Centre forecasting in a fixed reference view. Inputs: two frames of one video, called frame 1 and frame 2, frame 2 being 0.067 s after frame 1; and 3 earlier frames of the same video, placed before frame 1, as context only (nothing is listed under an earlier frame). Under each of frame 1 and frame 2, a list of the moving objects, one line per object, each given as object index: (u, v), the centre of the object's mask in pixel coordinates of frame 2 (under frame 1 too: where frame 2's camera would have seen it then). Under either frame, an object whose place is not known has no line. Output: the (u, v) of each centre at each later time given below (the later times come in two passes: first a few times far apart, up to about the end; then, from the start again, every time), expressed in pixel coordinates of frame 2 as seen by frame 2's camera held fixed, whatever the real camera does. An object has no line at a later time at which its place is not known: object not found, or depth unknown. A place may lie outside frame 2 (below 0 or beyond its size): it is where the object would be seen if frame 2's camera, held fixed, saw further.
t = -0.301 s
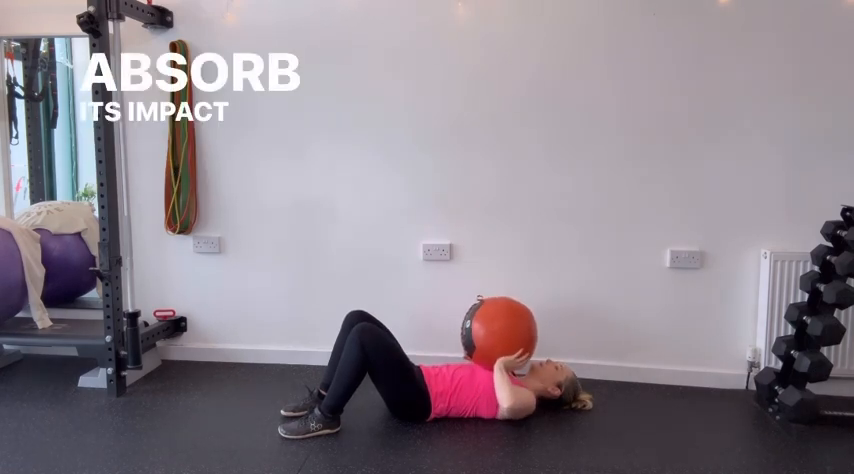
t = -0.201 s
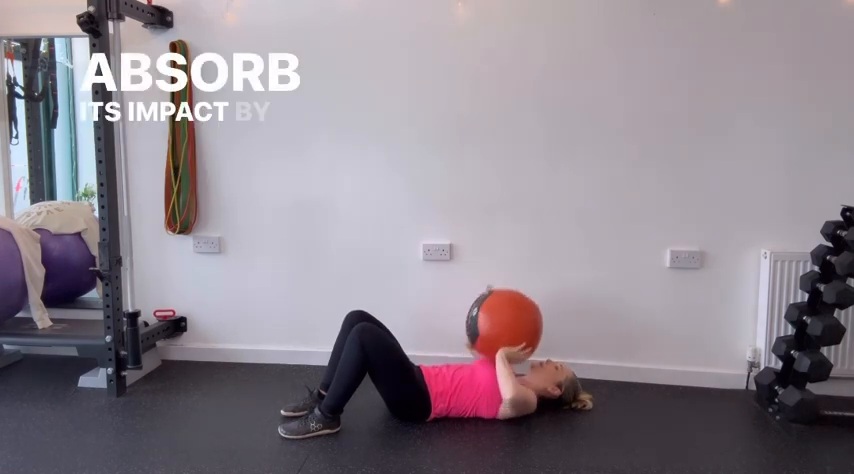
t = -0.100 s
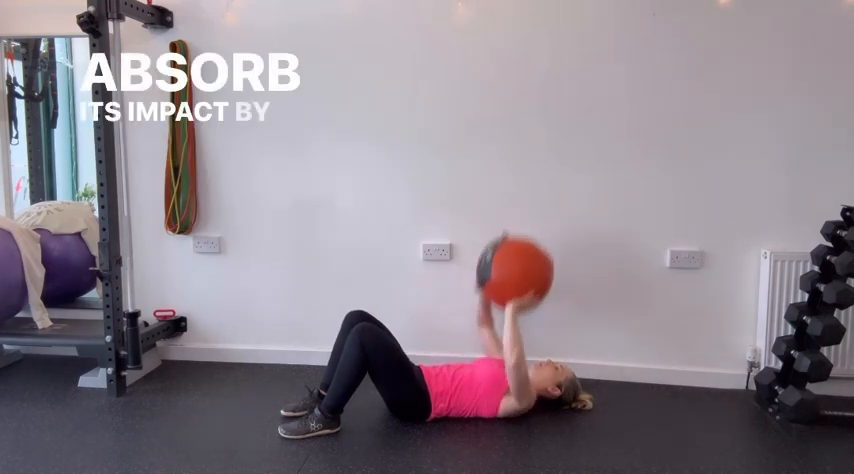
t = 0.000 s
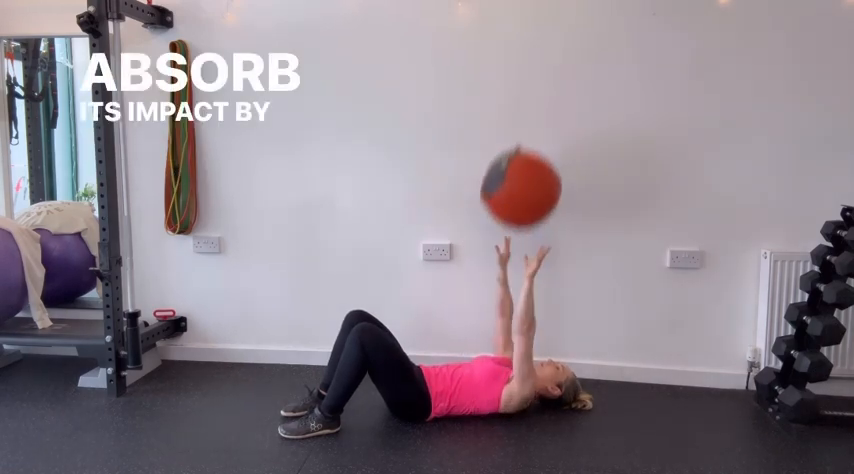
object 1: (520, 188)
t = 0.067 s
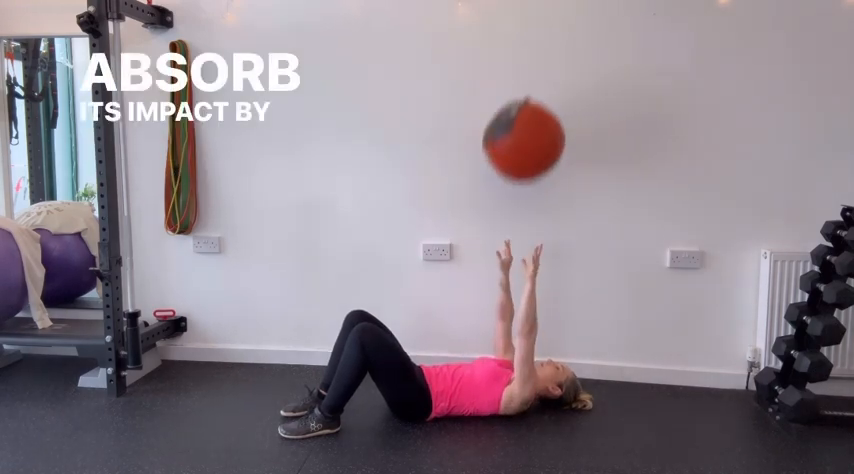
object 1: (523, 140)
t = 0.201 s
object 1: (529, 72)
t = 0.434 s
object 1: (535, 52)
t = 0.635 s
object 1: (537, 132)
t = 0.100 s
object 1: (525, 119)
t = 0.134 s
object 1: (526, 101)
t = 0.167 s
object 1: (527, 85)
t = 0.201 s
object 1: (529, 72)
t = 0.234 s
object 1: (530, 61)
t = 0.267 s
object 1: (531, 53)
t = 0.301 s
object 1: (532, 48)
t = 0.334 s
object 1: (533, 45)
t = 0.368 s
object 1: (533, 45)
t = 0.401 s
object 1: (534, 47)
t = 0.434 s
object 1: (535, 52)
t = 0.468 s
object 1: (535, 59)
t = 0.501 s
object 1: (536, 69)
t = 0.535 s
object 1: (536, 81)
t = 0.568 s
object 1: (536, 96)
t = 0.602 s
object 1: (537, 113)
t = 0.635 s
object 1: (537, 132)
